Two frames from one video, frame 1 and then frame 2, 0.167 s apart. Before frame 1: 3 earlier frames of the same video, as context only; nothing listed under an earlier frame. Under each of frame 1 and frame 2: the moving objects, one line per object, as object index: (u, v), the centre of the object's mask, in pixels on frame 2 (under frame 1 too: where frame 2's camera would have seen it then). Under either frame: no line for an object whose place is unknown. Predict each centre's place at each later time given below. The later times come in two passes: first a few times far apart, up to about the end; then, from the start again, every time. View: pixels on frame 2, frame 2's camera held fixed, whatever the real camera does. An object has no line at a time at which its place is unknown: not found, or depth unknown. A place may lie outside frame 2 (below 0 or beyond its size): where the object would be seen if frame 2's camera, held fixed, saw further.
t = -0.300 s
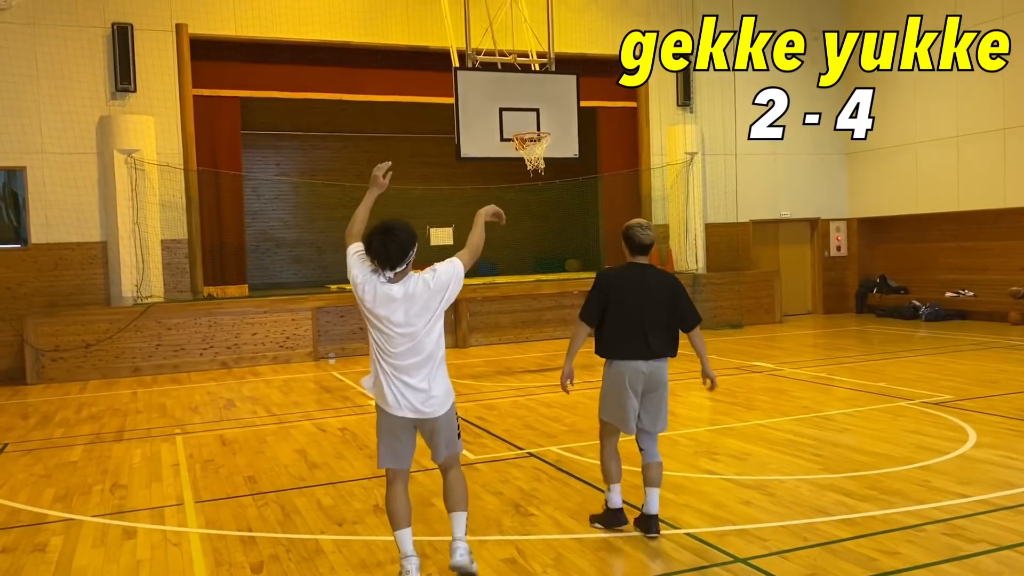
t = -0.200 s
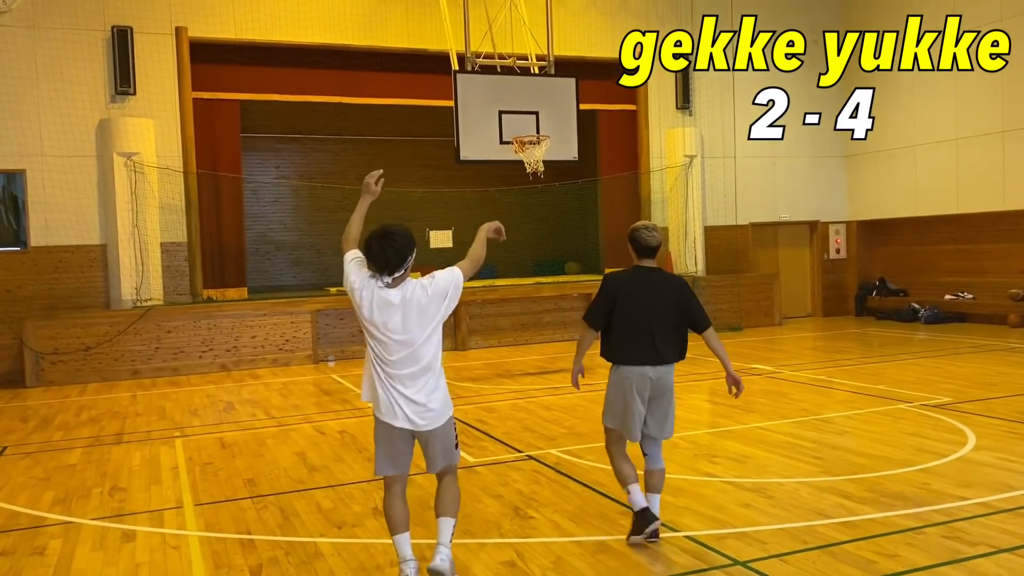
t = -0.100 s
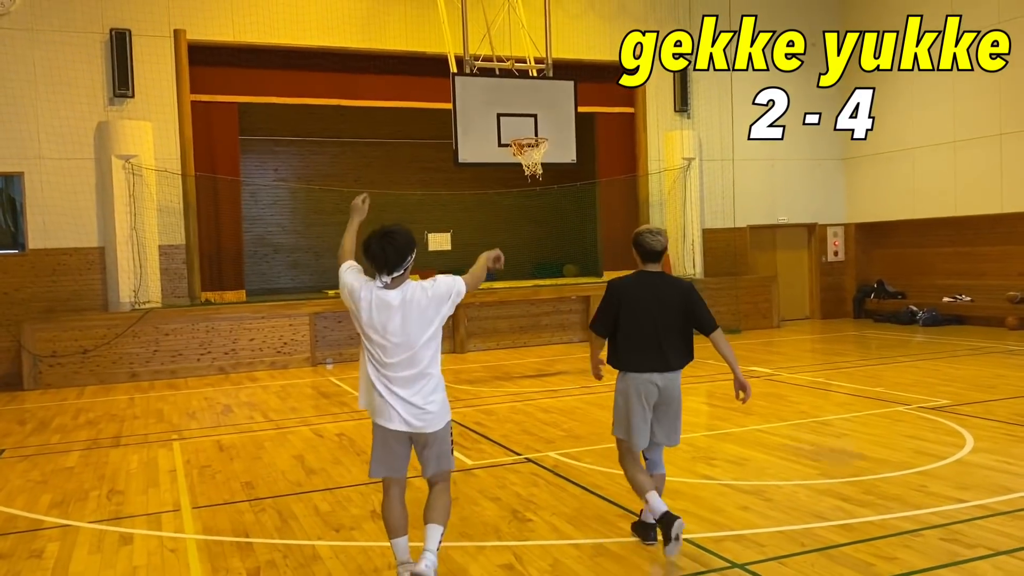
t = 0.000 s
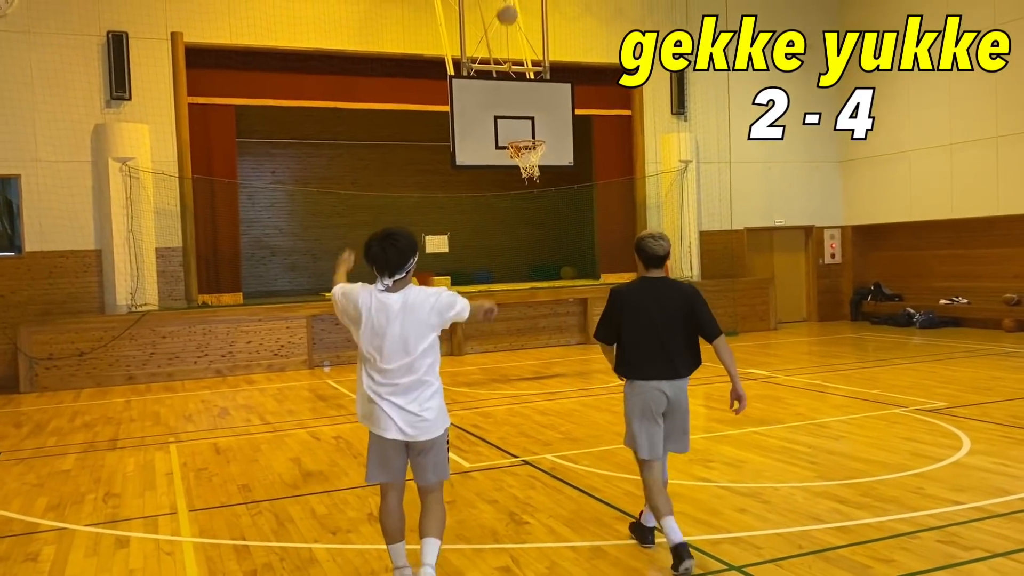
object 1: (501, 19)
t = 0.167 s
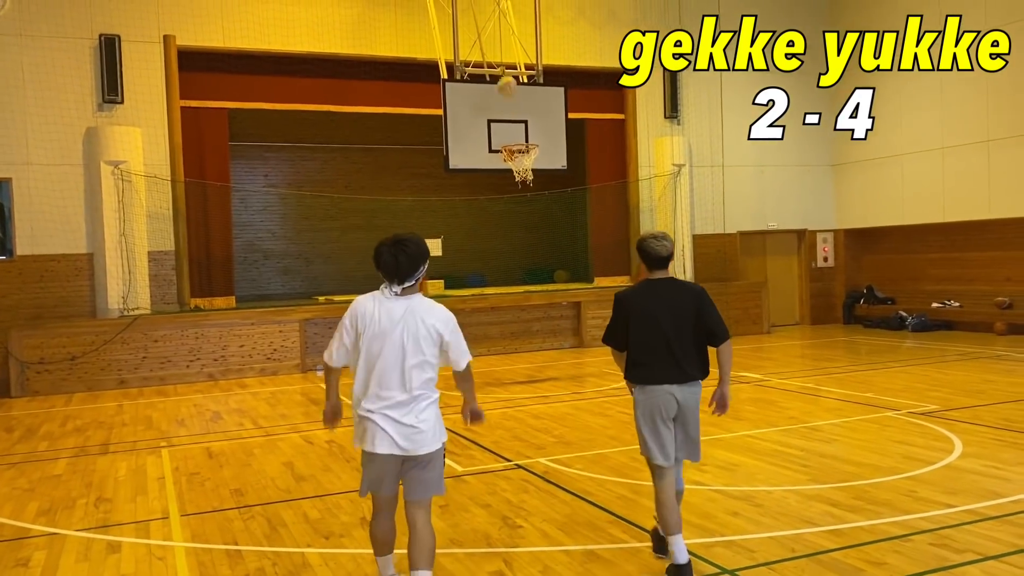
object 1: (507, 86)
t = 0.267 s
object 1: (510, 133)
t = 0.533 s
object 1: (552, 185)
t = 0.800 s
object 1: (593, 255)
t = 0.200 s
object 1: (508, 101)
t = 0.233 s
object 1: (509, 116)
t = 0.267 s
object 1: (510, 133)
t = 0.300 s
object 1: (512, 145)
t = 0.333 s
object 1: (518, 159)
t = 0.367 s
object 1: (524, 167)
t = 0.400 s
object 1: (532, 169)
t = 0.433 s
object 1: (537, 171)
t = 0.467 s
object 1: (542, 175)
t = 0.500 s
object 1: (547, 180)
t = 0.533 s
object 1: (552, 185)
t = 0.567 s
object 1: (557, 190)
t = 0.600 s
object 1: (562, 197)
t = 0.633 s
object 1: (567, 204)
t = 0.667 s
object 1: (572, 212)
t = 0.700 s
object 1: (578, 222)
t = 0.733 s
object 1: (582, 232)
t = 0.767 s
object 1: (588, 242)
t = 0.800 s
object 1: (593, 255)
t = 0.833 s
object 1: (598, 266)
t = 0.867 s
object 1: (603, 280)
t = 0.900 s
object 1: (609, 295)
